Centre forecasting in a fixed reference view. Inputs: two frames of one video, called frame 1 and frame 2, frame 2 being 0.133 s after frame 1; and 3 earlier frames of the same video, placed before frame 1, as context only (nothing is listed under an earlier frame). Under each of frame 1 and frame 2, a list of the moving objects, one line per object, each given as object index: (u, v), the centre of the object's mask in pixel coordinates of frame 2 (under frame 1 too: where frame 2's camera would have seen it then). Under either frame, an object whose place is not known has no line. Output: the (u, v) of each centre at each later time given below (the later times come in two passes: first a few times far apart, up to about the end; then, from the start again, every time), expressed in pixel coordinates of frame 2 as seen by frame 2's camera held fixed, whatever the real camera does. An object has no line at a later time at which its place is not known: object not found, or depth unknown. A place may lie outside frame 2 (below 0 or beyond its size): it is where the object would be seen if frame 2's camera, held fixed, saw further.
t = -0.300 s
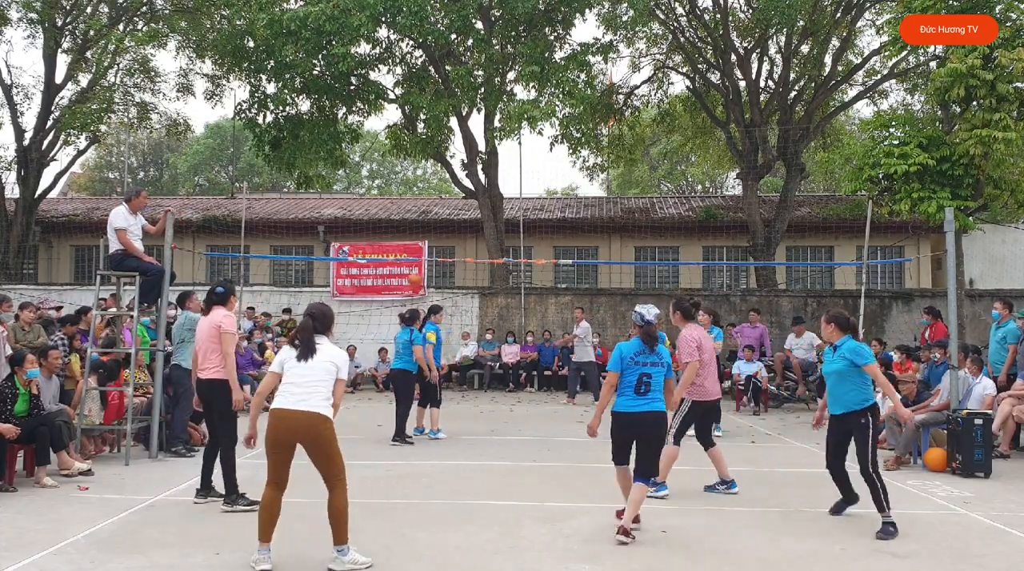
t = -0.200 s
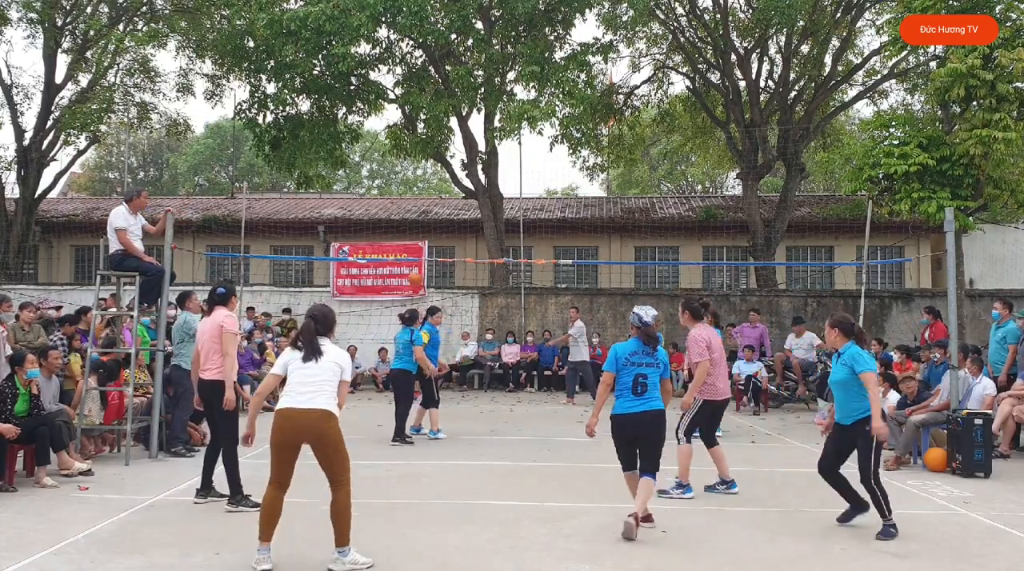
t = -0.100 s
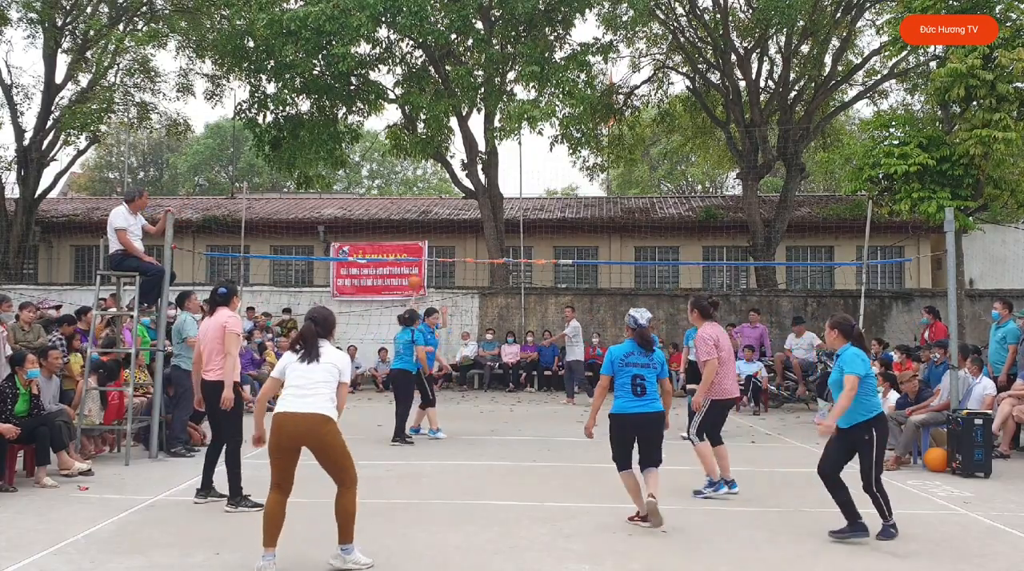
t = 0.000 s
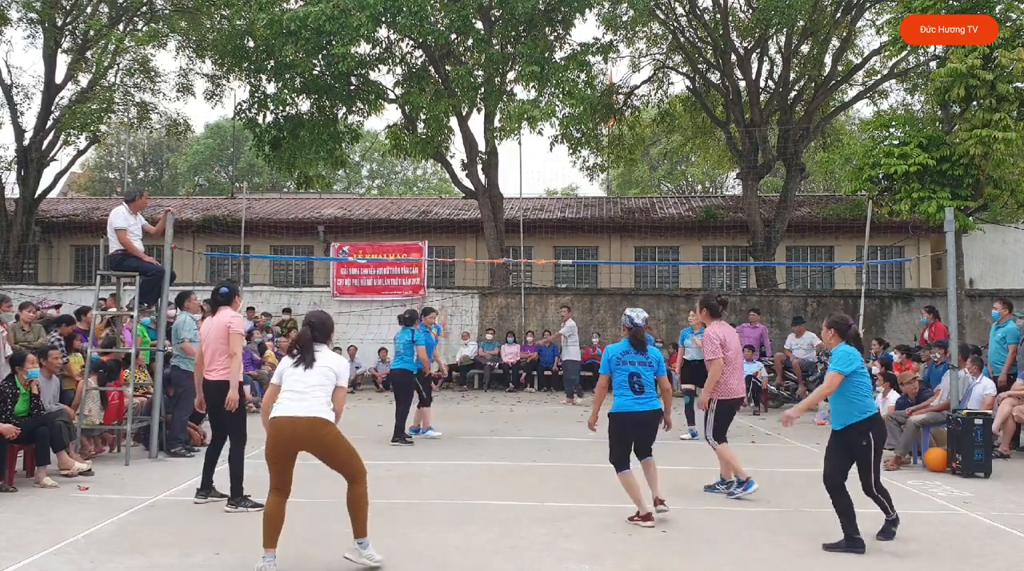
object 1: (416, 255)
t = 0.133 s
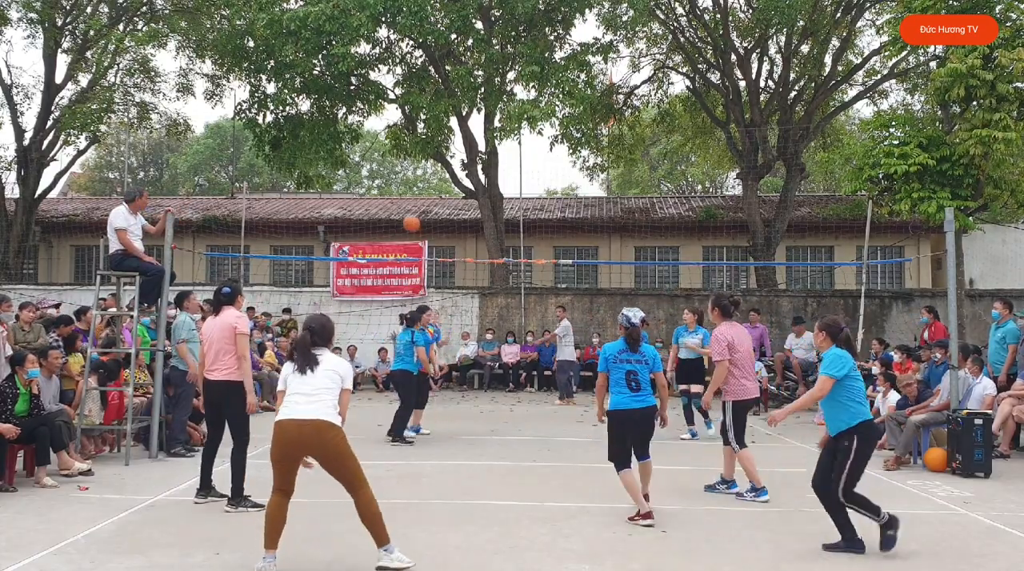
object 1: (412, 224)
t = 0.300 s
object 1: (405, 187)
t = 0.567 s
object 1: (398, 169)
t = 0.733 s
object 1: (393, 196)
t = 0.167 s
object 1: (410, 215)
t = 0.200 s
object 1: (409, 206)
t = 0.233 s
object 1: (407, 199)
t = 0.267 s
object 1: (406, 193)
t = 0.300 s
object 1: (405, 187)
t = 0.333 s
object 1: (404, 182)
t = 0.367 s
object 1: (403, 177)
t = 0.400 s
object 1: (402, 173)
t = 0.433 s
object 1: (401, 171)
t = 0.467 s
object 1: (400, 169)
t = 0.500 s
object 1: (399, 168)
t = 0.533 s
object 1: (398, 168)
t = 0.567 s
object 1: (398, 169)
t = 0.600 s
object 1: (398, 170)
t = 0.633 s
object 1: (396, 174)
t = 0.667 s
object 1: (396, 180)
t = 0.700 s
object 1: (395, 187)
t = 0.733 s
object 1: (393, 196)
